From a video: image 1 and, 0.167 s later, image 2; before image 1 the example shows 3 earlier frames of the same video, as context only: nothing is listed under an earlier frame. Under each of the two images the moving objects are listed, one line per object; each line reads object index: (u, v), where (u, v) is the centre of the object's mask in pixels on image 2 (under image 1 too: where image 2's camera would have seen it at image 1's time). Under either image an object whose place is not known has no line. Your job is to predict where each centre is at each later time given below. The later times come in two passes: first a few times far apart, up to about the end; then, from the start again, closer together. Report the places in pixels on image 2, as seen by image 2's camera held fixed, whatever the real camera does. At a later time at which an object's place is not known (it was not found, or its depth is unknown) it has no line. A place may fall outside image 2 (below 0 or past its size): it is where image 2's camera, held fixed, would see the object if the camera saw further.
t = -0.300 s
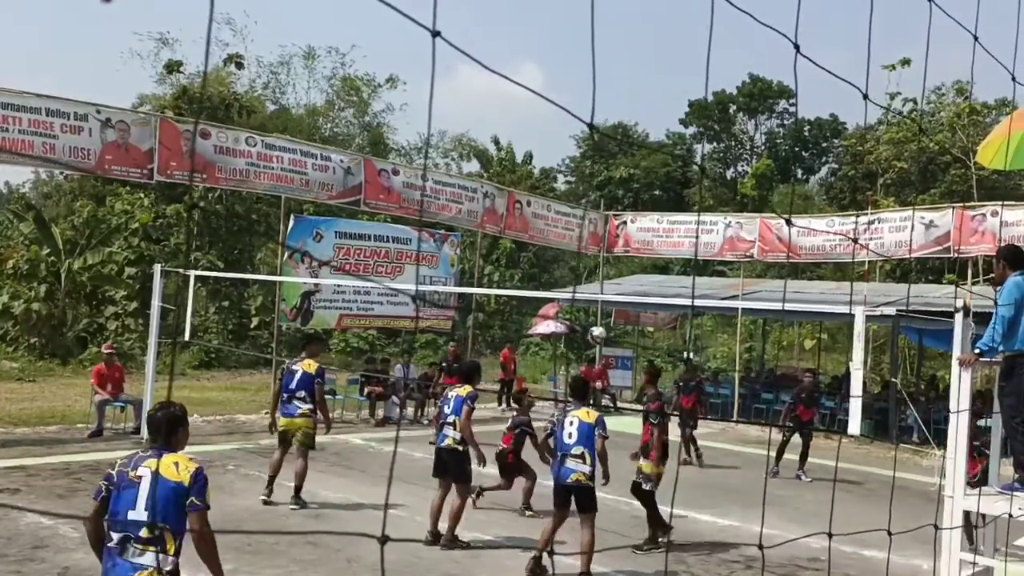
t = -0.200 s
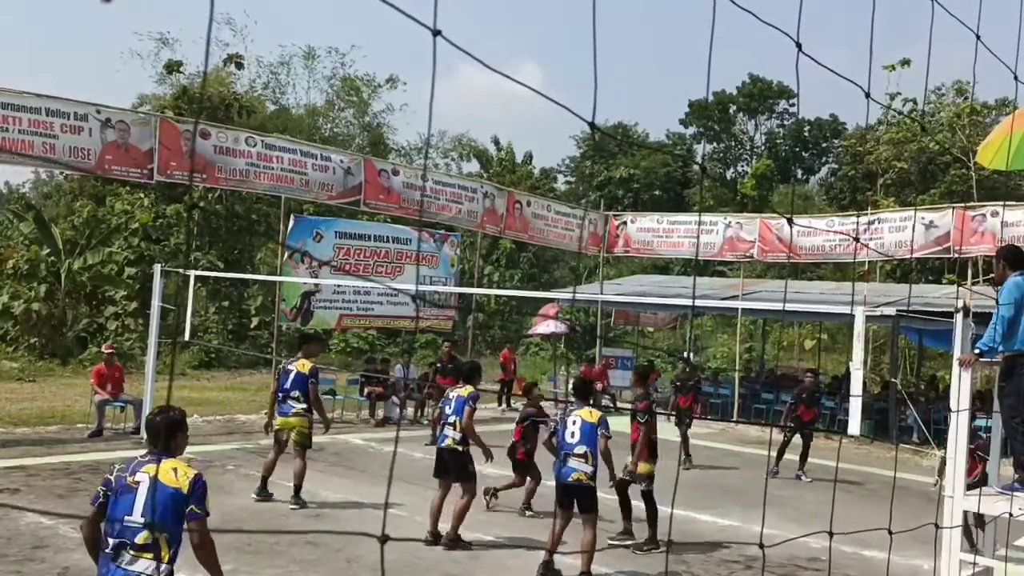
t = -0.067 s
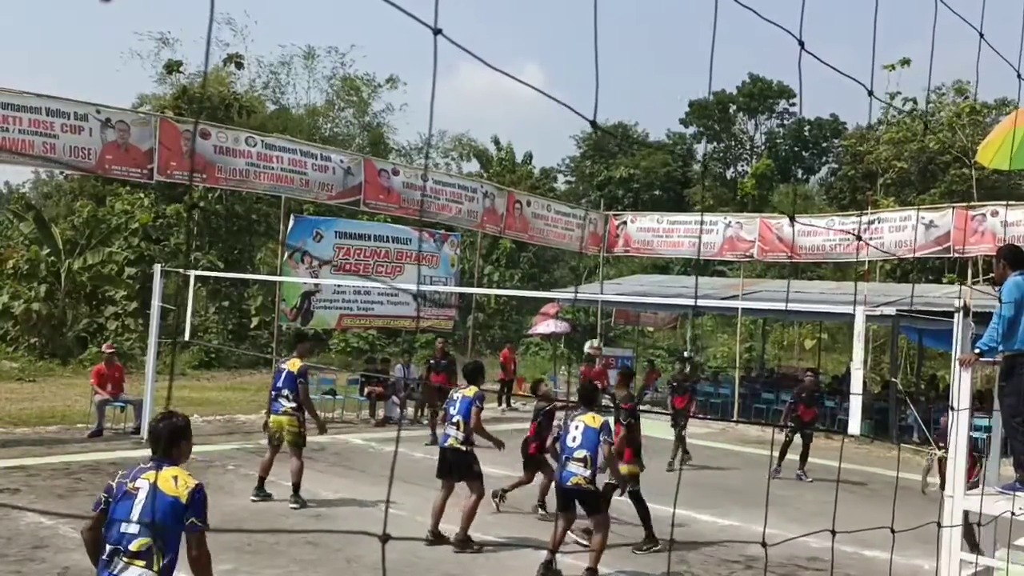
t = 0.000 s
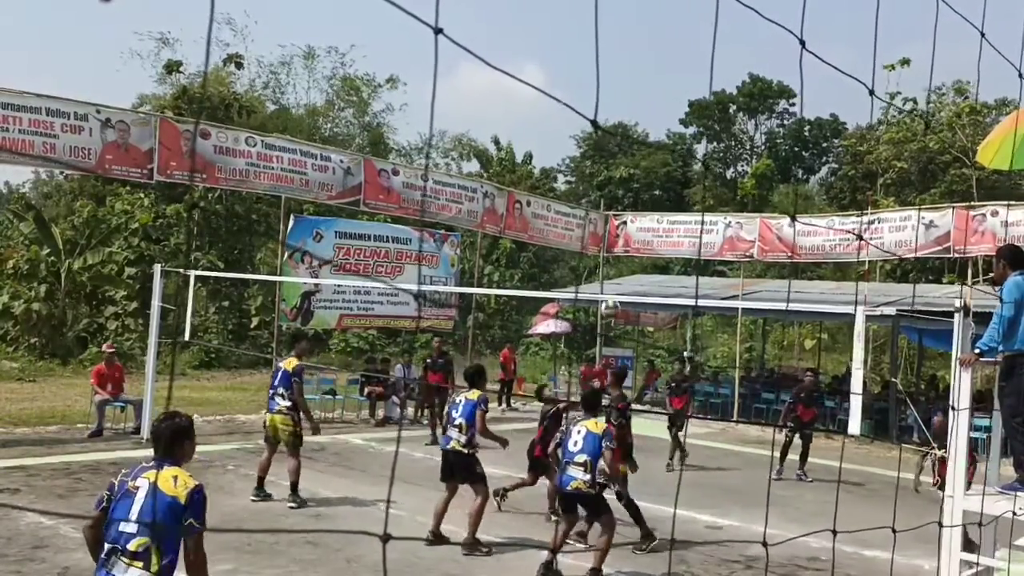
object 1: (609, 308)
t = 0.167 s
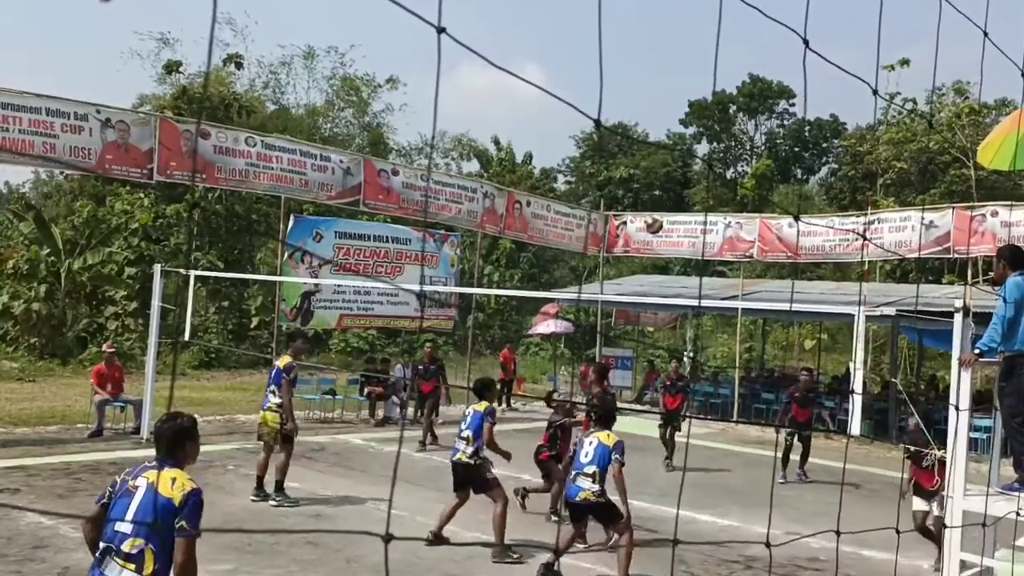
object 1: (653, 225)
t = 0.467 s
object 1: (727, 132)
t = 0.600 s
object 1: (759, 117)
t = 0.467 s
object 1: (727, 132)
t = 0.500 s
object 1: (736, 127)
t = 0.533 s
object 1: (744, 123)
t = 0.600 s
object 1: (759, 117)
